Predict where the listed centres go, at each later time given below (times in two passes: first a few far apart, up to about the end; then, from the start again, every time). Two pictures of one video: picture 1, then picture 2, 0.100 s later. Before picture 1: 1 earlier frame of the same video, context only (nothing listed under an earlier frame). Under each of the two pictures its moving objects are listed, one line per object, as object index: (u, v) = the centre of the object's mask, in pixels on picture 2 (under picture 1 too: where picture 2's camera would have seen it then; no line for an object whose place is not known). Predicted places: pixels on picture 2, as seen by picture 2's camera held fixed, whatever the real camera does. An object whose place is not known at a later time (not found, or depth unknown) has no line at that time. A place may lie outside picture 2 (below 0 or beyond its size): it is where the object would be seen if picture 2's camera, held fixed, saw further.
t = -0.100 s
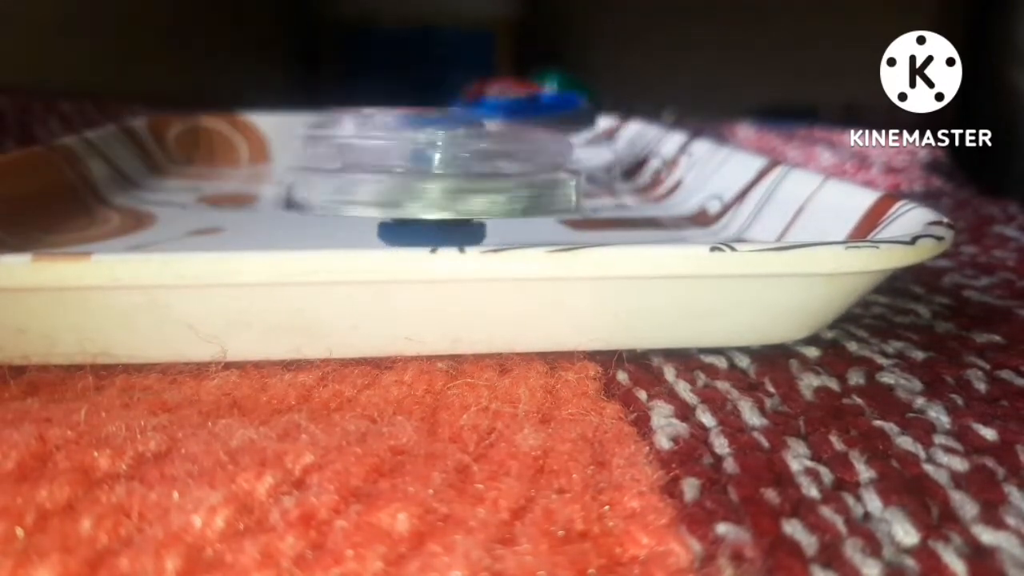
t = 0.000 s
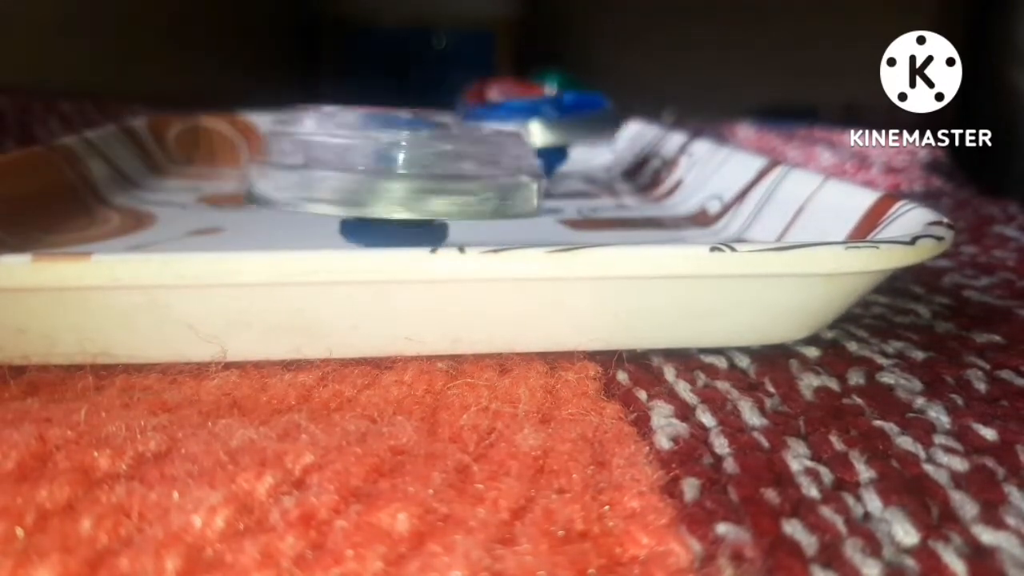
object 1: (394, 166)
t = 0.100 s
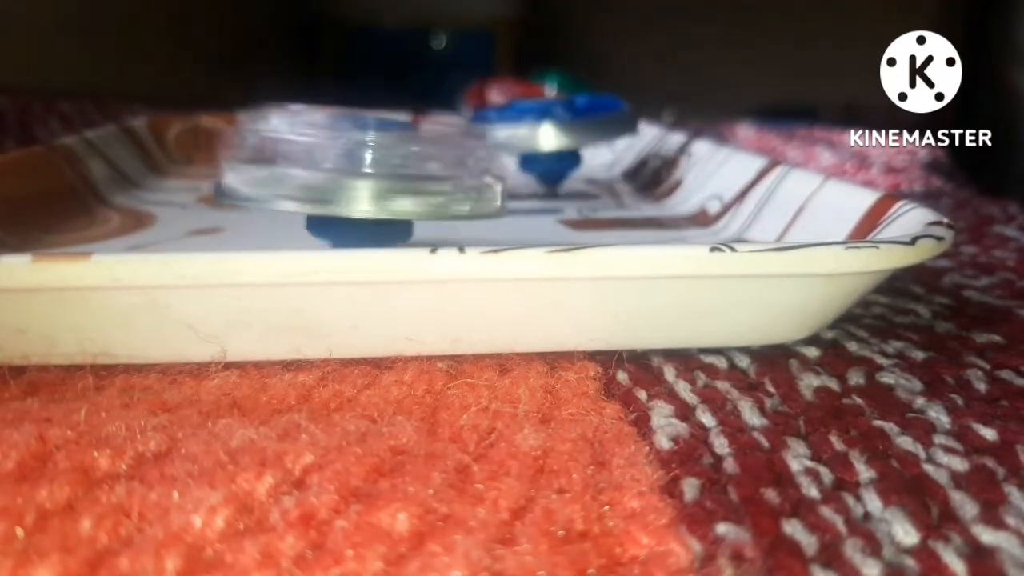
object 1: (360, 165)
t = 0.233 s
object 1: (325, 166)
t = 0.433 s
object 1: (310, 157)
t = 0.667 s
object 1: (95, 141)
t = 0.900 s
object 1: (219, 159)
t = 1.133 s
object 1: (248, 127)
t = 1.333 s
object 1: (277, 98)
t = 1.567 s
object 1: (256, 109)
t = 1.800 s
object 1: (249, 126)
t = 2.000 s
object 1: (268, 114)
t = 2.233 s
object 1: (252, 124)
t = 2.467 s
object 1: (253, 123)
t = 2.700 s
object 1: (251, 126)
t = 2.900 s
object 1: (249, 128)
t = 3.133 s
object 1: (249, 127)
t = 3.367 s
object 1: (249, 127)
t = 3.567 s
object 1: (245, 127)
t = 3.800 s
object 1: (230, 110)
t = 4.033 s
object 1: (257, 115)
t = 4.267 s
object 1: (267, 124)
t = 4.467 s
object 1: (261, 124)
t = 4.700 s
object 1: (264, 124)
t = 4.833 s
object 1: (267, 123)
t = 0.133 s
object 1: (346, 168)
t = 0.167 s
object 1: (334, 166)
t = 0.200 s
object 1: (328, 165)
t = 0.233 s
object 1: (325, 166)
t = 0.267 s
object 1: (315, 163)
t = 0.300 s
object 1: (313, 163)
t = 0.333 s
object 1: (314, 161)
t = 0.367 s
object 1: (305, 159)
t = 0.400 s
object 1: (308, 160)
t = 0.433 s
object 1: (310, 157)
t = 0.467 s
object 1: (305, 156)
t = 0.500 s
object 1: (314, 156)
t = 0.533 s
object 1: (315, 155)
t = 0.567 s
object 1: (259, 129)
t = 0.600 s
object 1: (195, 151)
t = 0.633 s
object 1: (130, 135)
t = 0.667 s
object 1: (95, 141)
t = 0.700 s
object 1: (89, 127)
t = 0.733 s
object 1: (98, 153)
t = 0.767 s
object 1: (117, 153)
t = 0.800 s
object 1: (147, 160)
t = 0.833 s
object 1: (179, 157)
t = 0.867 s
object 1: (200, 163)
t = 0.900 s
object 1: (219, 159)
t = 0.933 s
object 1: (193, 163)
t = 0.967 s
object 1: (140, 152)
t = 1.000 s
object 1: (146, 130)
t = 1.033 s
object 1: (168, 136)
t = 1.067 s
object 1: (195, 140)
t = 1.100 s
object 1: (223, 134)
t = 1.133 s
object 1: (248, 127)
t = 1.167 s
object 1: (268, 121)
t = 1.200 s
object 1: (288, 121)
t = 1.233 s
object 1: (301, 118)
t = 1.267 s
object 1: (301, 112)
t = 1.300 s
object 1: (288, 100)
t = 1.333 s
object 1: (277, 98)
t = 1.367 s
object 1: (270, 97)
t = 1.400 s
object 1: (266, 94)
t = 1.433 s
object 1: (255, 93)
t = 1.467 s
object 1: (243, 96)
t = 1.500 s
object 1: (244, 92)
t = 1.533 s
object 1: (258, 110)
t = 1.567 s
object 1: (256, 109)
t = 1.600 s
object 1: (246, 110)
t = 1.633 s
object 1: (245, 120)
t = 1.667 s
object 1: (246, 123)
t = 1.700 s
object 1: (243, 122)
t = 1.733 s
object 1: (247, 124)
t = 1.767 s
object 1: (247, 125)
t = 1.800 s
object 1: (249, 126)
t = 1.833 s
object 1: (257, 128)
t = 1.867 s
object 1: (258, 125)
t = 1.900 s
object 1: (257, 123)
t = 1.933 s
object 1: (259, 121)
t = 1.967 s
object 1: (265, 118)
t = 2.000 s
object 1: (268, 114)
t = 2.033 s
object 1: (269, 117)
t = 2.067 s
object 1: (265, 118)
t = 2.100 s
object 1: (262, 120)
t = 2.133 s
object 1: (260, 121)
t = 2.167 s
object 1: (259, 121)
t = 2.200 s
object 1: (255, 123)
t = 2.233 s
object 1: (252, 124)
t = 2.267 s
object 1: (249, 126)
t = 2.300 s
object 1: (249, 127)
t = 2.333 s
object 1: (249, 126)
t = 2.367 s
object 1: (250, 125)
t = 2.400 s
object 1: (252, 124)
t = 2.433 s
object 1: (253, 124)
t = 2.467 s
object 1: (253, 123)
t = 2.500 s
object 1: (251, 124)
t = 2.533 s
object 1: (249, 126)
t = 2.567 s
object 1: (249, 126)
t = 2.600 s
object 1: (249, 127)
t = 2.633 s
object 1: (249, 127)
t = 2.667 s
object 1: (251, 126)
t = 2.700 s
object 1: (251, 126)
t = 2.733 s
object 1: (252, 125)
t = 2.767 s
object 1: (251, 126)
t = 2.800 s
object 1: (250, 127)
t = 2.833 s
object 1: (249, 127)
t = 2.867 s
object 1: (249, 127)
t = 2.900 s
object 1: (249, 128)
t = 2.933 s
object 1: (249, 128)
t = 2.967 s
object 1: (249, 127)
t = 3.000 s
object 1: (249, 127)
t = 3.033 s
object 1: (249, 127)
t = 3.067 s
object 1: (249, 127)
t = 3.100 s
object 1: (249, 127)
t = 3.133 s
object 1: (249, 127)
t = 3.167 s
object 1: (249, 126)
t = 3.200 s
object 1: (249, 126)
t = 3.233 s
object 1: (249, 126)
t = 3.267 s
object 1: (249, 127)
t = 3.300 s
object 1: (249, 127)
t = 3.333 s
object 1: (249, 127)
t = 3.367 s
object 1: (249, 127)
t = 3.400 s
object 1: (249, 127)
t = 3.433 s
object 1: (249, 127)
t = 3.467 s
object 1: (248, 127)
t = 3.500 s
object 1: (247, 127)
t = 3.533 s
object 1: (245, 127)
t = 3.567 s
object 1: (245, 127)
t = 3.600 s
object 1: (242, 129)
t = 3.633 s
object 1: (239, 127)
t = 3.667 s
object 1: (236, 129)
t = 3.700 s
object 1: (238, 129)
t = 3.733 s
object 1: (237, 129)
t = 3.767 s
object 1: (236, 127)
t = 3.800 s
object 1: (230, 110)
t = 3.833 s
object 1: (228, 111)
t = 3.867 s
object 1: (228, 116)
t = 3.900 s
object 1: (232, 116)
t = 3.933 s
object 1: (239, 112)
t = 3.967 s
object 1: (247, 113)
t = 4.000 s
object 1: (247, 110)
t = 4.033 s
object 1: (257, 115)
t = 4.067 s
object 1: (260, 117)
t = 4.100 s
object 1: (263, 120)
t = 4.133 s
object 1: (267, 121)
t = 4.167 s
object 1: (267, 122)
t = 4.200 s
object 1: (266, 121)
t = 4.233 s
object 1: (267, 123)
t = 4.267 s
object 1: (267, 124)
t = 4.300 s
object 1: (266, 124)
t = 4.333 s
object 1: (265, 124)
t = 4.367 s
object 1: (264, 123)
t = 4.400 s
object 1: (263, 124)
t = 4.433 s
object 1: (262, 124)
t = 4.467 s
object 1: (261, 124)
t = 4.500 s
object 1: (261, 124)
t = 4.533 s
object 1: (261, 124)
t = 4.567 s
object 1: (261, 124)
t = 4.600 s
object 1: (261, 124)
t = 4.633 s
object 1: (262, 124)
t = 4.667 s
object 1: (263, 124)
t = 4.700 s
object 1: (264, 124)
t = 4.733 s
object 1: (264, 124)
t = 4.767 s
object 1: (265, 123)
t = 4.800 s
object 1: (266, 123)
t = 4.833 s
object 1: (267, 123)
